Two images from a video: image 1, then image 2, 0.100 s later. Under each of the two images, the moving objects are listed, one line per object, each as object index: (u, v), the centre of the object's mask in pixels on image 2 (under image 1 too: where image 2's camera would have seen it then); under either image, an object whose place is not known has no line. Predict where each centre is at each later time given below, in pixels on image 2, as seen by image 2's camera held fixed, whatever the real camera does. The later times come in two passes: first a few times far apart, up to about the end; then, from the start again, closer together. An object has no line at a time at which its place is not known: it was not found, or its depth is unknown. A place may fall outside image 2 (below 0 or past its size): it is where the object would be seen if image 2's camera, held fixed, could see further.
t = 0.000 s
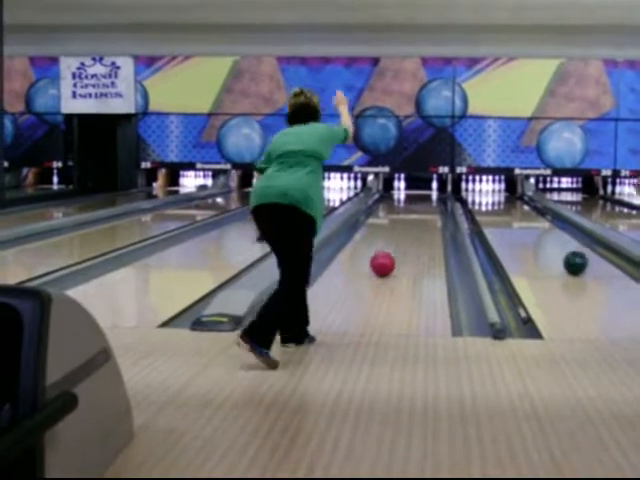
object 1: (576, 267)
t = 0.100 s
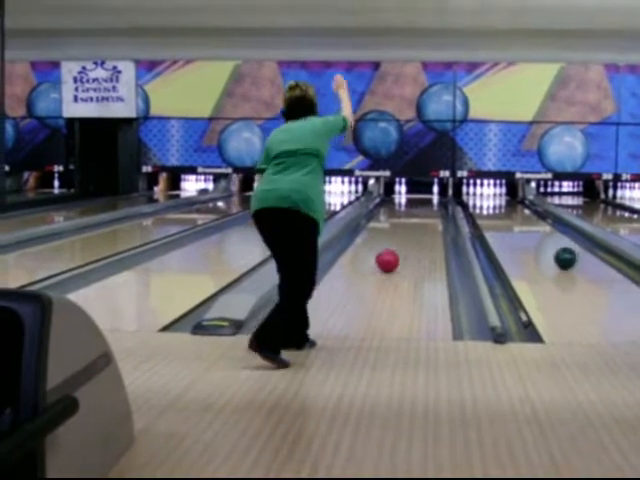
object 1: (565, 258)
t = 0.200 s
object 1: (556, 251)
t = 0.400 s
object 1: (541, 239)
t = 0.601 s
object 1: (529, 230)
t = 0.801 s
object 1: (520, 222)
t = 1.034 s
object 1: (512, 216)
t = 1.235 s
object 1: (507, 212)
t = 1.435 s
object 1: (500, 207)
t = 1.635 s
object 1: (496, 203)
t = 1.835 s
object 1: (494, 200)
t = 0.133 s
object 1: (562, 255)
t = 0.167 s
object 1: (559, 253)
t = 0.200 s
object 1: (556, 251)
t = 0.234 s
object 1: (553, 249)
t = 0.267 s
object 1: (550, 246)
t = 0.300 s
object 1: (548, 244)
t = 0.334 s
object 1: (545, 243)
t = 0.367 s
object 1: (543, 241)
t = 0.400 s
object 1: (541, 239)
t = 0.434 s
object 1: (539, 238)
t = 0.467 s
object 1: (537, 236)
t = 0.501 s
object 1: (534, 234)
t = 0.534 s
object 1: (533, 232)
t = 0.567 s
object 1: (531, 231)
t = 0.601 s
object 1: (529, 230)
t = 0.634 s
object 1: (527, 229)
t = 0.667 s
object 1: (526, 225)
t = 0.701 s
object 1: (524, 224)
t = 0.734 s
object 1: (523, 224)
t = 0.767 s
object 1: (522, 223)
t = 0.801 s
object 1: (520, 222)
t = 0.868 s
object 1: (518, 220)
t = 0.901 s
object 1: (517, 220)
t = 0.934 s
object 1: (515, 219)
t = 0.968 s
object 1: (515, 218)
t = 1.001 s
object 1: (513, 217)
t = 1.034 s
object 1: (512, 216)
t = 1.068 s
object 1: (512, 216)
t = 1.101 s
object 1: (510, 215)
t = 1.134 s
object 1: (509, 215)
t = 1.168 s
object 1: (508, 214)
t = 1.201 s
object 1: (508, 213)
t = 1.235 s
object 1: (507, 212)
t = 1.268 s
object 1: (505, 211)
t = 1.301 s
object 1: (505, 210)
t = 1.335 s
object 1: (505, 209)
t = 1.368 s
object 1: (504, 209)
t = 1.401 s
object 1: (502, 208)
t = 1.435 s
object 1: (500, 207)
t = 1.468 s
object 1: (500, 207)
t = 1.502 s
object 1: (500, 206)
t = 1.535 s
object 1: (499, 206)
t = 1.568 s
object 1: (499, 205)
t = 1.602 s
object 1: (497, 204)
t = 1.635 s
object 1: (496, 203)
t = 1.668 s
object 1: (496, 203)
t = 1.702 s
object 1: (495, 202)
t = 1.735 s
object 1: (495, 202)
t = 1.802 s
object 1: (494, 201)
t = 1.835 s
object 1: (494, 200)
